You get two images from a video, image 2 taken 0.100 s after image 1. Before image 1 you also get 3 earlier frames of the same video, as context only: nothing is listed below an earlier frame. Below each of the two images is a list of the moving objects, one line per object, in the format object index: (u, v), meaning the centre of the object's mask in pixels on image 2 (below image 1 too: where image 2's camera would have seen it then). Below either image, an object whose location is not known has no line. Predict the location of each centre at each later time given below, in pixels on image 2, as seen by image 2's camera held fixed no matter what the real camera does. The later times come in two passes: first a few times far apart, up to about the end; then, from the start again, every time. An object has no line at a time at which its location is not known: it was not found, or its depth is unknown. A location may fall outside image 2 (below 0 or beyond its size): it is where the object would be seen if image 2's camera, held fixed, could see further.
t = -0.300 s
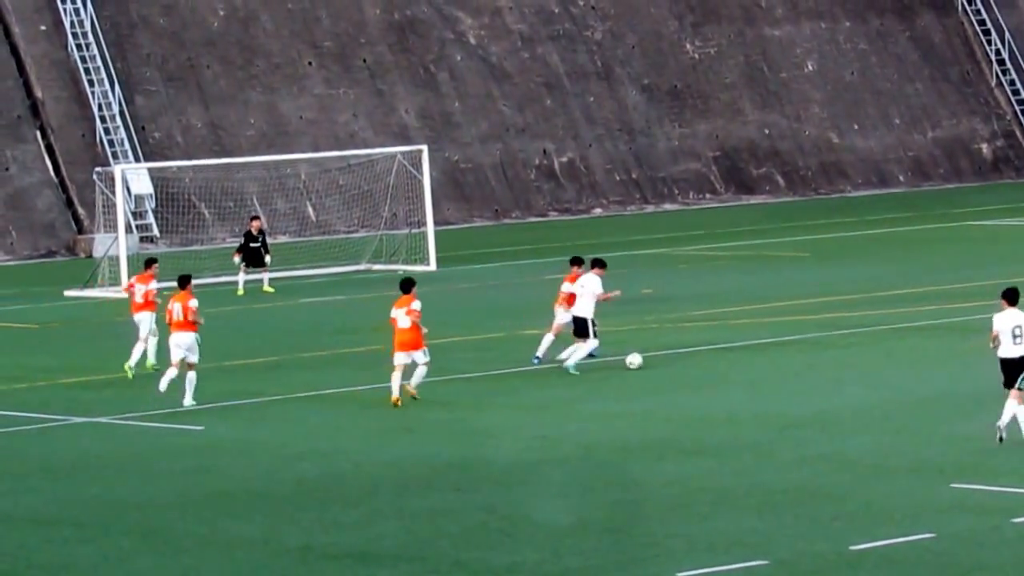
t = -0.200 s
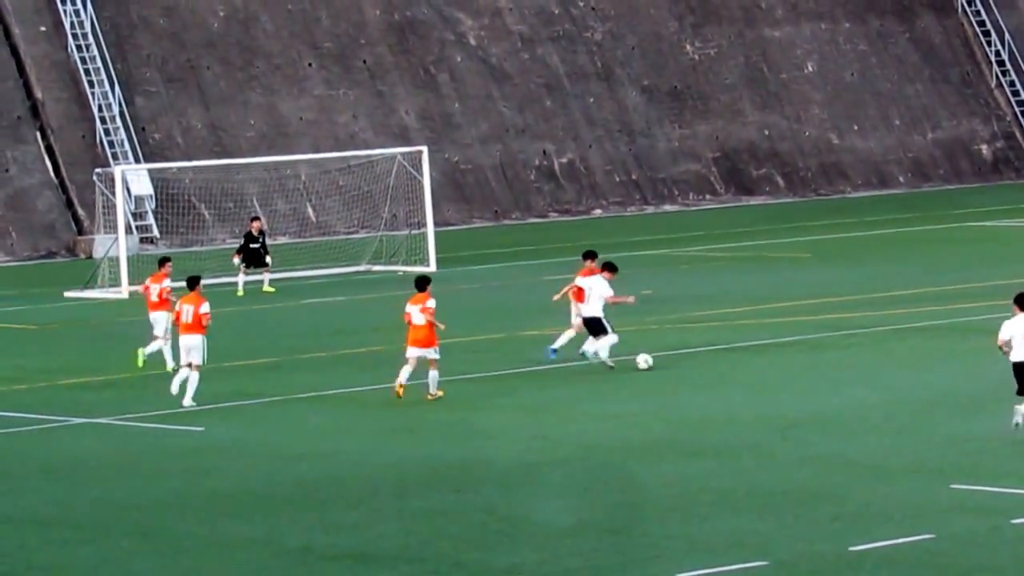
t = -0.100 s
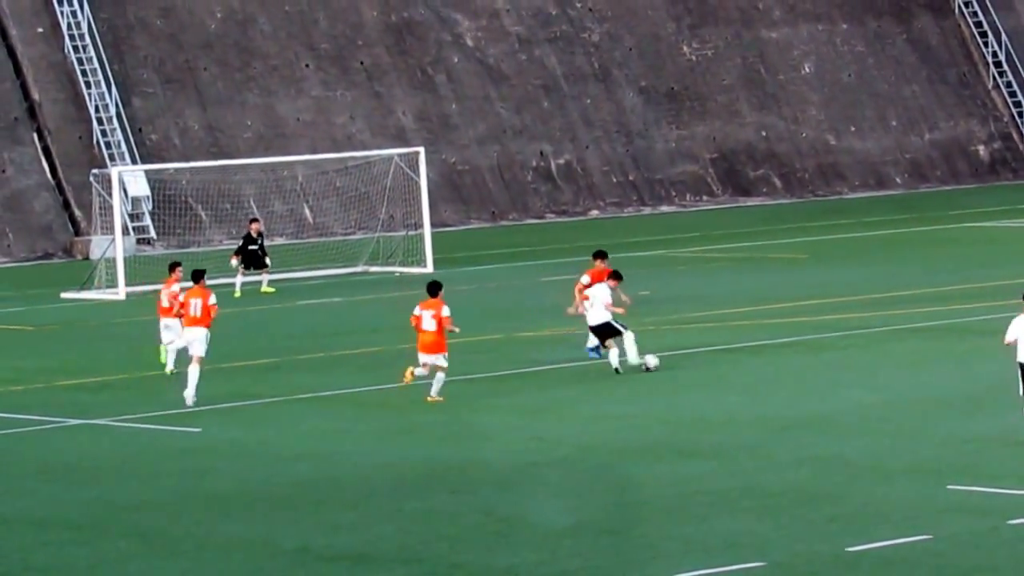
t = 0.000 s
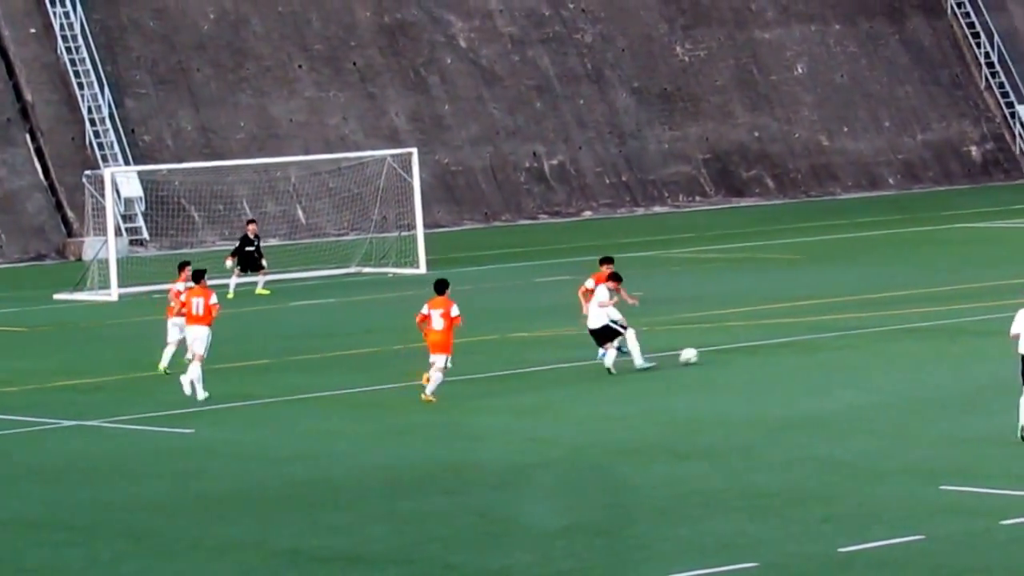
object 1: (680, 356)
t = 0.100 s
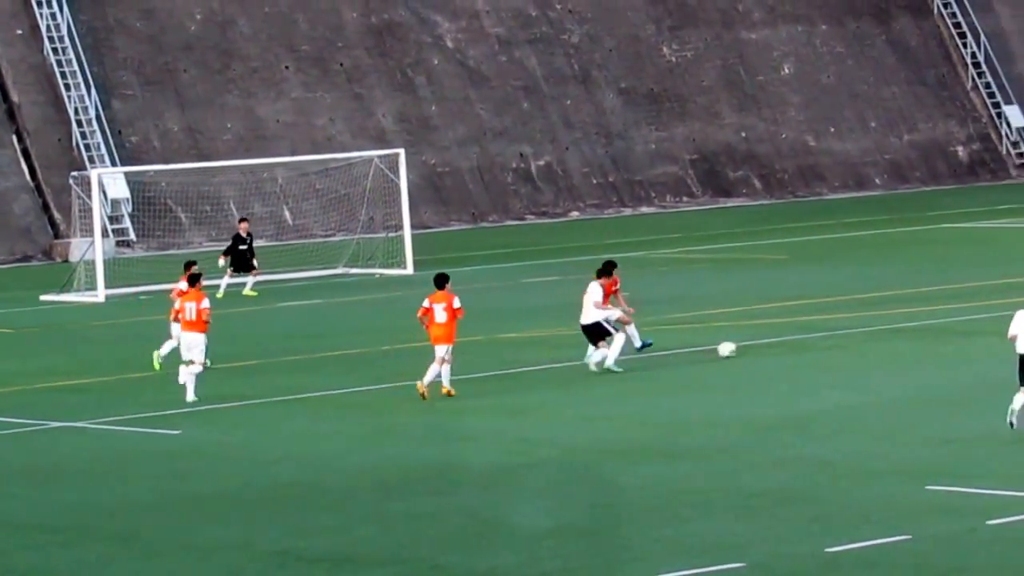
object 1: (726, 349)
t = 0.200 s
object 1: (773, 343)
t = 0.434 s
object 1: (867, 328)
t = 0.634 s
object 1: (935, 320)
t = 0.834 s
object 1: (993, 311)
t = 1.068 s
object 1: (1054, 303)
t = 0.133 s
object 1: (743, 346)
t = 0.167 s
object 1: (758, 344)
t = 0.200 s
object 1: (773, 343)
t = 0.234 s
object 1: (787, 341)
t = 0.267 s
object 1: (802, 338)
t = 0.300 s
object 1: (815, 336)
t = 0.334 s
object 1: (828, 335)
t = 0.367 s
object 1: (842, 333)
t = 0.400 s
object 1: (855, 330)
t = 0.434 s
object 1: (867, 328)
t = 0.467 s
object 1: (879, 327)
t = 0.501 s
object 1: (891, 326)
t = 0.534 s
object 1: (902, 324)
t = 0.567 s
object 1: (913, 322)
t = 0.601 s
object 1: (924, 320)
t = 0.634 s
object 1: (935, 320)
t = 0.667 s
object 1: (945, 319)
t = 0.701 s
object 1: (955, 317)
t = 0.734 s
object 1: (965, 315)
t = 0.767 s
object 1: (975, 314)
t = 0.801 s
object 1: (984, 313)
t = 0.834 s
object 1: (993, 311)
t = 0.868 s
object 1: (1002, 310)
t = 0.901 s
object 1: (1011, 309)
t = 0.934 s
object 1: (1020, 308)
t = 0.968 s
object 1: (1029, 306)
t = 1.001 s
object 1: (1037, 305)
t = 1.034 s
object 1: (1046, 304)
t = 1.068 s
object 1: (1054, 303)
